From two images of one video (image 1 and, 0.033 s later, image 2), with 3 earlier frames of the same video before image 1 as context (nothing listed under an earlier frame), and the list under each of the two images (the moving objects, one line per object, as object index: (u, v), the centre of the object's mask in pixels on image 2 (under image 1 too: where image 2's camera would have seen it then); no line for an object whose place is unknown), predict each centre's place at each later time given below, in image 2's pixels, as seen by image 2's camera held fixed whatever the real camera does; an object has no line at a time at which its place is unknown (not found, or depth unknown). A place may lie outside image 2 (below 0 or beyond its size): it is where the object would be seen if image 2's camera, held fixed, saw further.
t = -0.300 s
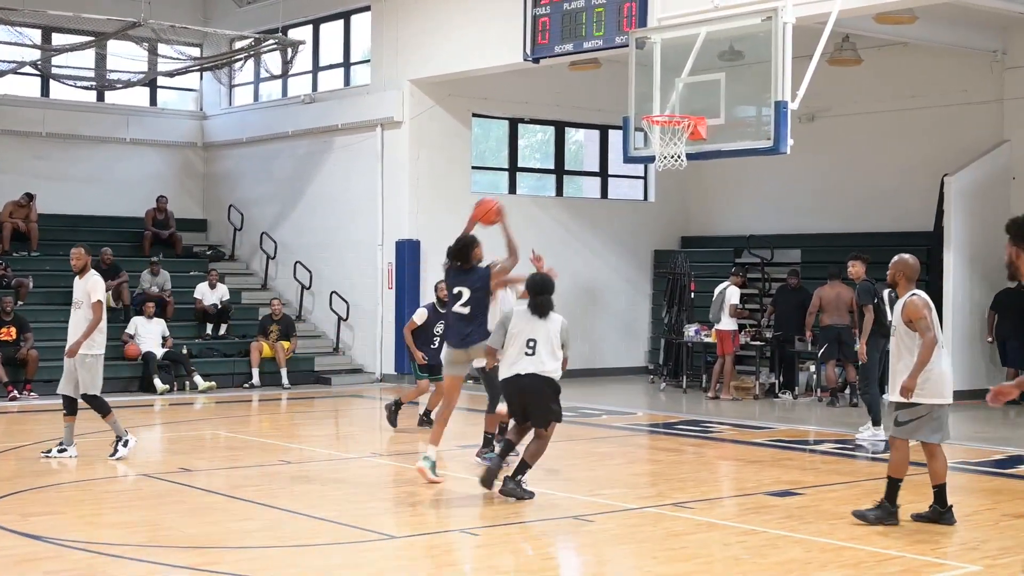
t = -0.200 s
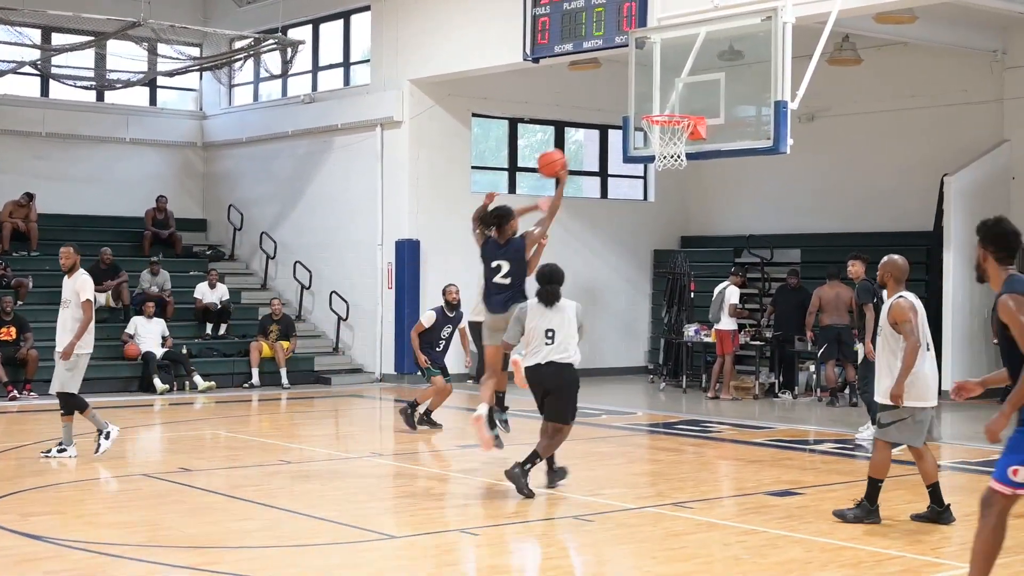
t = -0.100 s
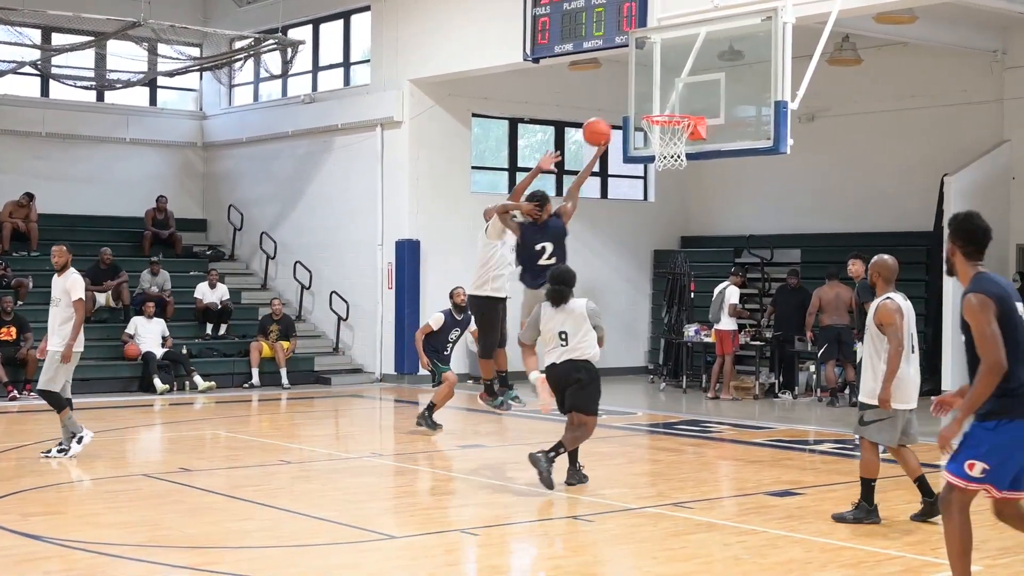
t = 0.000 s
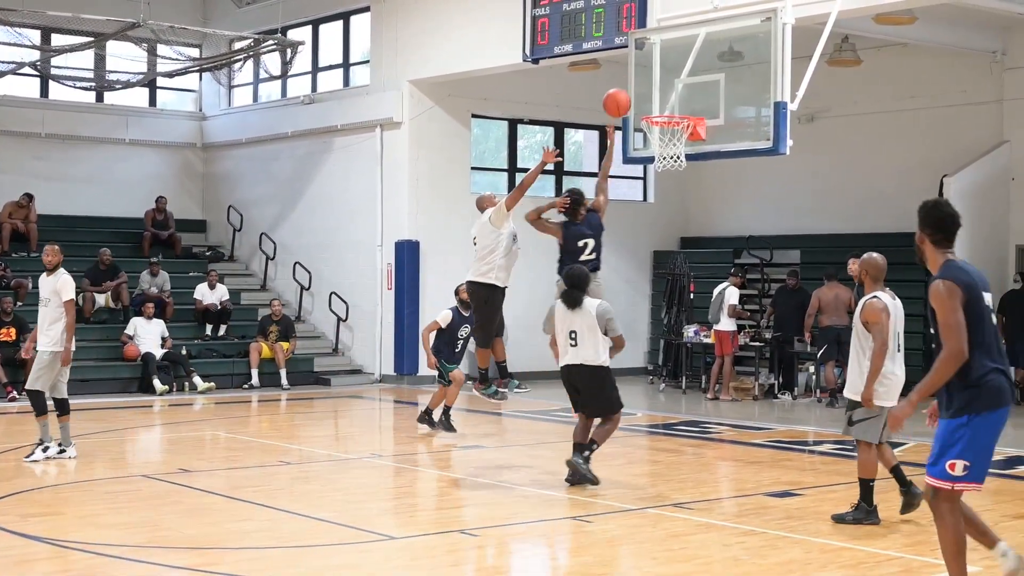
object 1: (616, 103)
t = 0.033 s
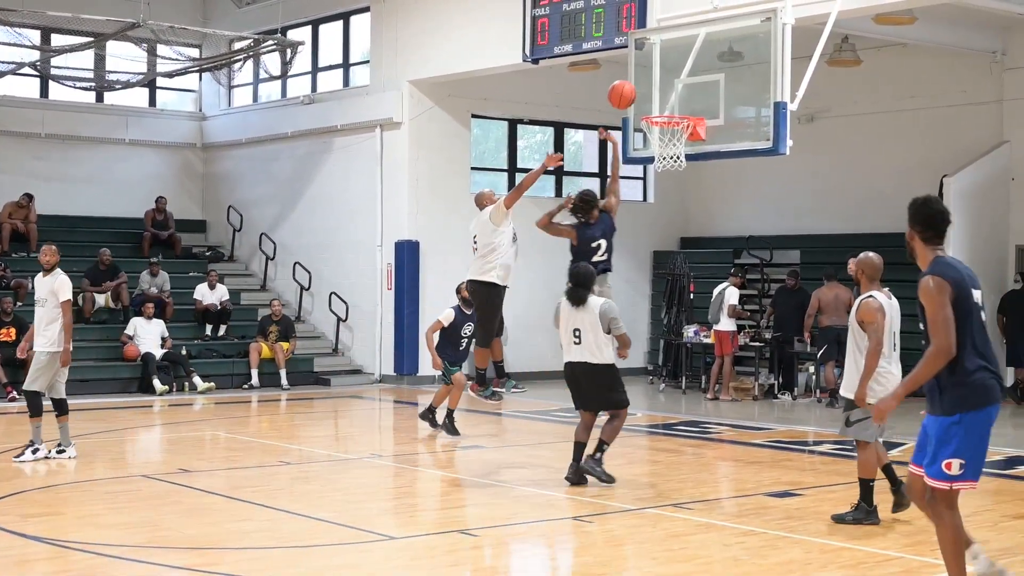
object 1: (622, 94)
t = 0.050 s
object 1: (624, 91)
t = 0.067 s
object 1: (626, 88)
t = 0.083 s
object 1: (629, 85)
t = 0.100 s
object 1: (631, 82)
